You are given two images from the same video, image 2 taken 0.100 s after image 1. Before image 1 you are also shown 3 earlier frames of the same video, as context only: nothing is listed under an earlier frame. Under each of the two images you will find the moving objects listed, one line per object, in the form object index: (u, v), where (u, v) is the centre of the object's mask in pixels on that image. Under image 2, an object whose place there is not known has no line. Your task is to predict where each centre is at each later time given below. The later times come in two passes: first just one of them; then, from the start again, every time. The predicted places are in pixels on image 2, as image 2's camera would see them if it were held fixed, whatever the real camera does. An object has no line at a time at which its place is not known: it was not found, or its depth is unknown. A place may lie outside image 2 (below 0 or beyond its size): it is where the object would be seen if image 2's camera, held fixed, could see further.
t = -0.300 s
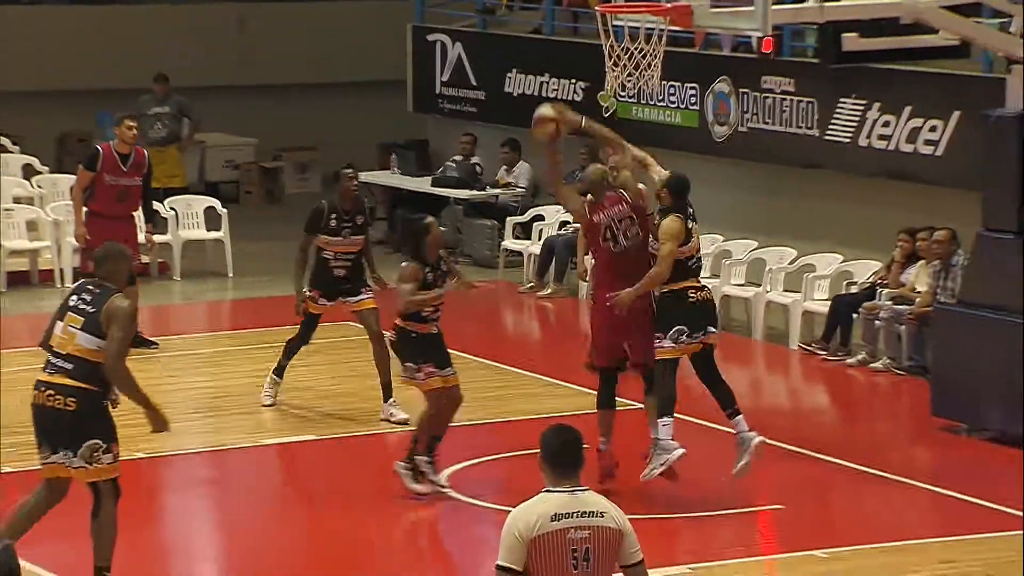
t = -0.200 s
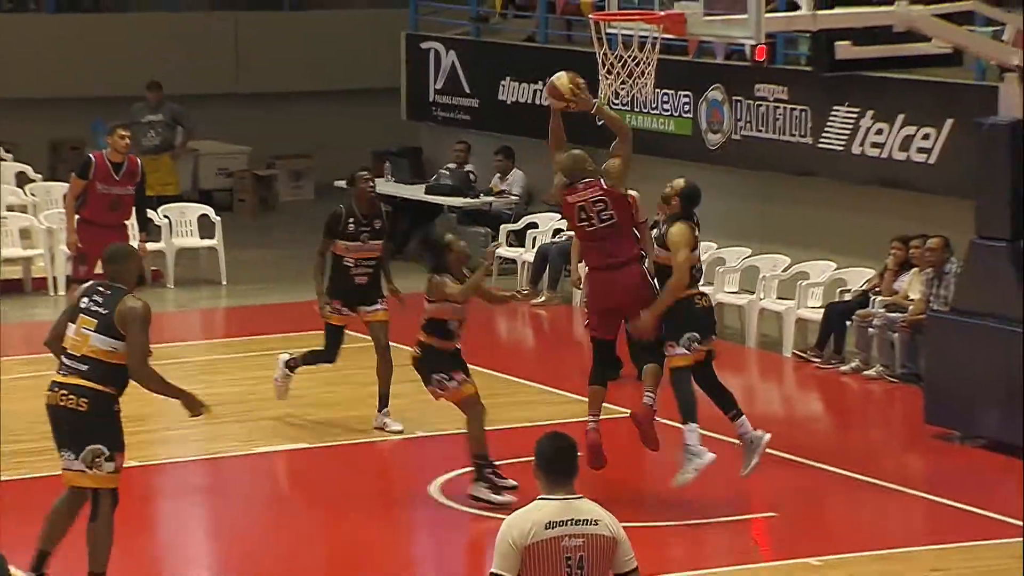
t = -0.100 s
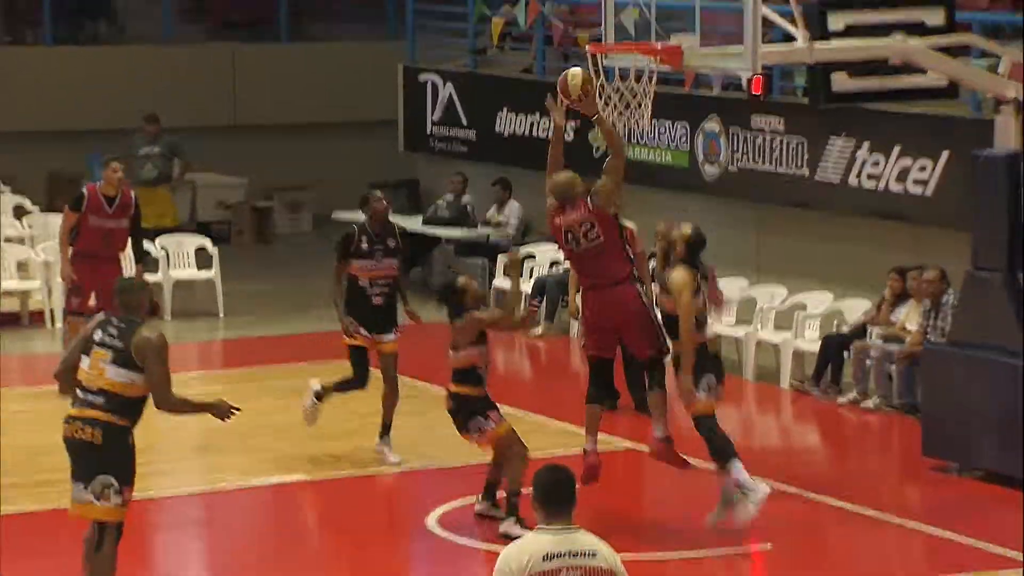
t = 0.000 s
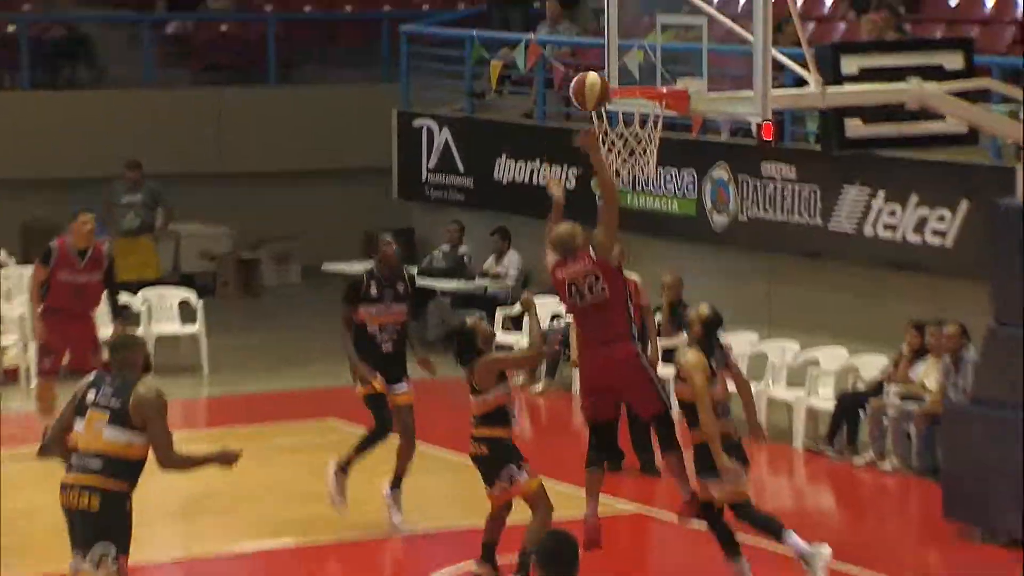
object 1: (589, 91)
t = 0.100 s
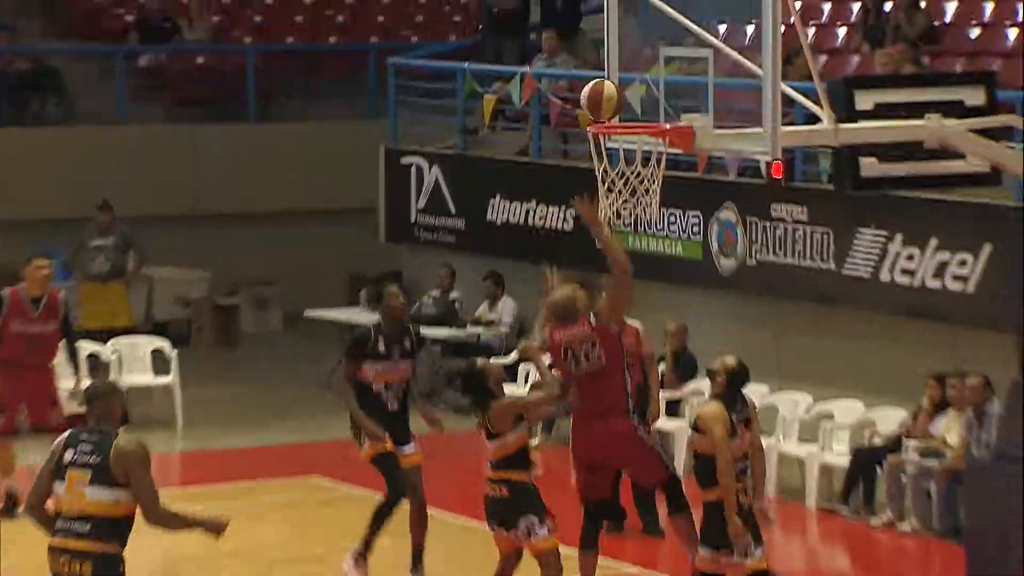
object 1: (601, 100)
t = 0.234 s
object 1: (616, 91)
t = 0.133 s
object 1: (604, 94)
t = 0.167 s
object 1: (608, 91)
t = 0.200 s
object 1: (613, 90)
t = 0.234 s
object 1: (616, 91)
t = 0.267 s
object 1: (621, 93)
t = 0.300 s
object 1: (625, 97)
